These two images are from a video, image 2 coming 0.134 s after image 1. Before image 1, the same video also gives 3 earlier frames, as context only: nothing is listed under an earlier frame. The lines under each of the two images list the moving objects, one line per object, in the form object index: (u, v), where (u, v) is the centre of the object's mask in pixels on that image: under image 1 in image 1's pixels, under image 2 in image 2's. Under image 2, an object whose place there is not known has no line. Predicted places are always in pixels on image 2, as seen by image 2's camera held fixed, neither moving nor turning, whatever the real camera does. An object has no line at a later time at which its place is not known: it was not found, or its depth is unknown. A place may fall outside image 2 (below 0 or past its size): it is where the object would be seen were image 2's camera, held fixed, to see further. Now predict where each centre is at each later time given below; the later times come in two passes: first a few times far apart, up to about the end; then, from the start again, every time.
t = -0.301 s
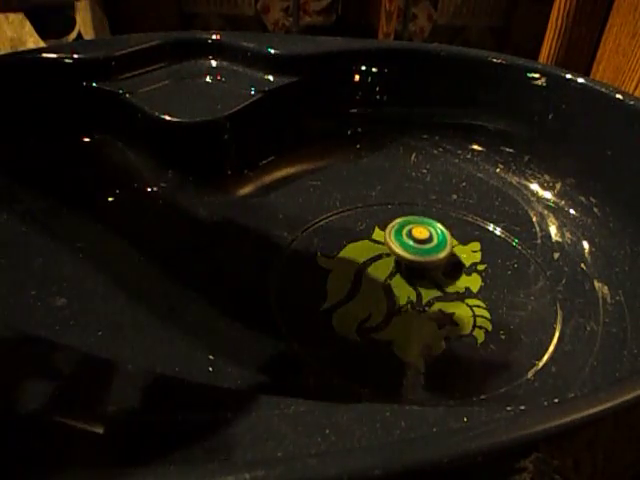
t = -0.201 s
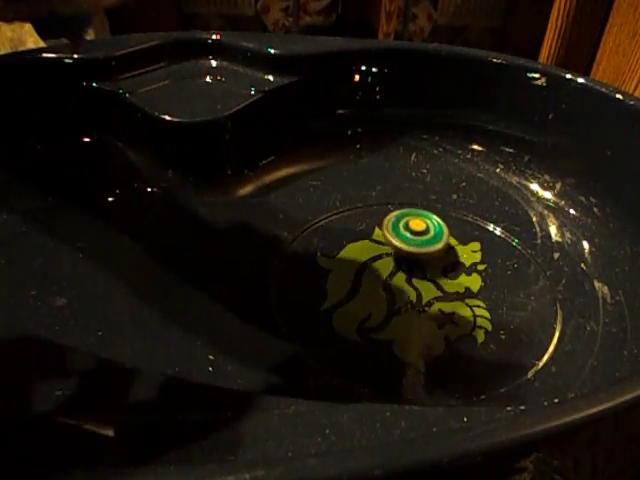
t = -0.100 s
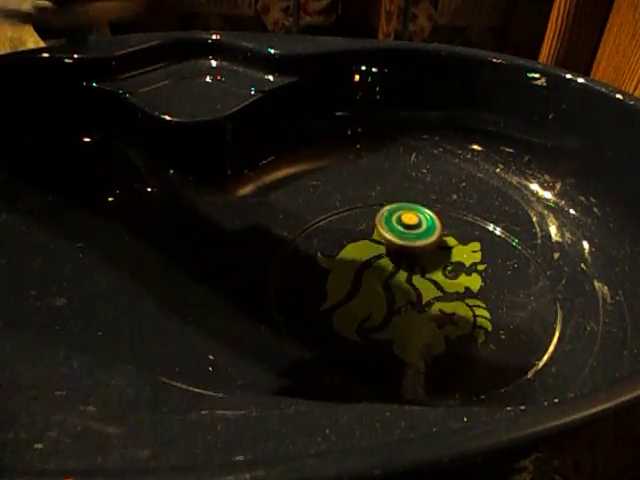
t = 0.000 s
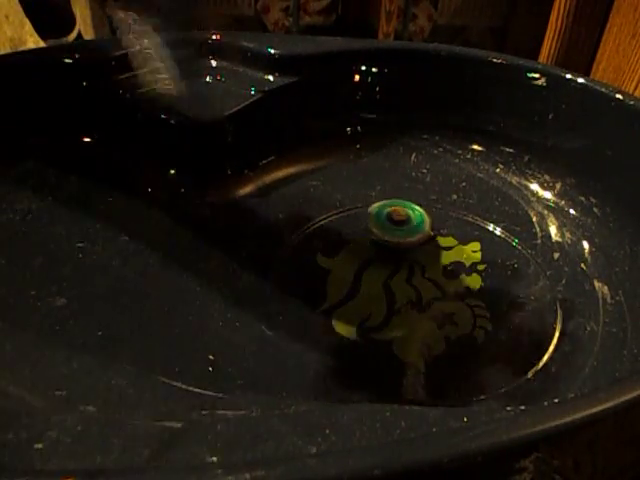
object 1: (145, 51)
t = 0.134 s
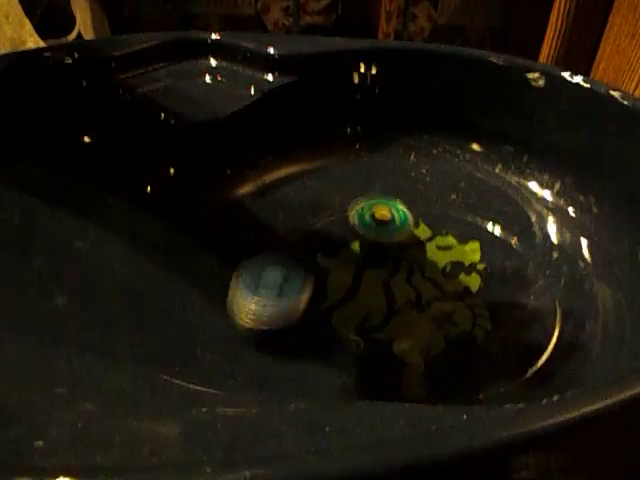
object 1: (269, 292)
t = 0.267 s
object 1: (312, 299)
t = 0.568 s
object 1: (434, 317)
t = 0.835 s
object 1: (587, 196)
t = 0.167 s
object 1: (280, 272)
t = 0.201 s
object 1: (290, 265)
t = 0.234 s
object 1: (301, 274)
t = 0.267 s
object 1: (312, 299)
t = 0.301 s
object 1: (318, 327)
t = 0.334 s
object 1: (332, 330)
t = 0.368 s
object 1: (343, 335)
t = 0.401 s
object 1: (360, 335)
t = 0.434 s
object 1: (376, 337)
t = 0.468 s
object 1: (393, 335)
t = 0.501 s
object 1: (411, 332)
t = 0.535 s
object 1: (422, 327)
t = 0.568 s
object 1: (434, 317)
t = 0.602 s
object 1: (440, 306)
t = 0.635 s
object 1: (442, 293)
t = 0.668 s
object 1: (461, 282)
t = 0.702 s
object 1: (548, 281)
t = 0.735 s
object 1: (600, 262)
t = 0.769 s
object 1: (618, 226)
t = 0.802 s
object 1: (602, 203)
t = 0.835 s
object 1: (587, 196)
